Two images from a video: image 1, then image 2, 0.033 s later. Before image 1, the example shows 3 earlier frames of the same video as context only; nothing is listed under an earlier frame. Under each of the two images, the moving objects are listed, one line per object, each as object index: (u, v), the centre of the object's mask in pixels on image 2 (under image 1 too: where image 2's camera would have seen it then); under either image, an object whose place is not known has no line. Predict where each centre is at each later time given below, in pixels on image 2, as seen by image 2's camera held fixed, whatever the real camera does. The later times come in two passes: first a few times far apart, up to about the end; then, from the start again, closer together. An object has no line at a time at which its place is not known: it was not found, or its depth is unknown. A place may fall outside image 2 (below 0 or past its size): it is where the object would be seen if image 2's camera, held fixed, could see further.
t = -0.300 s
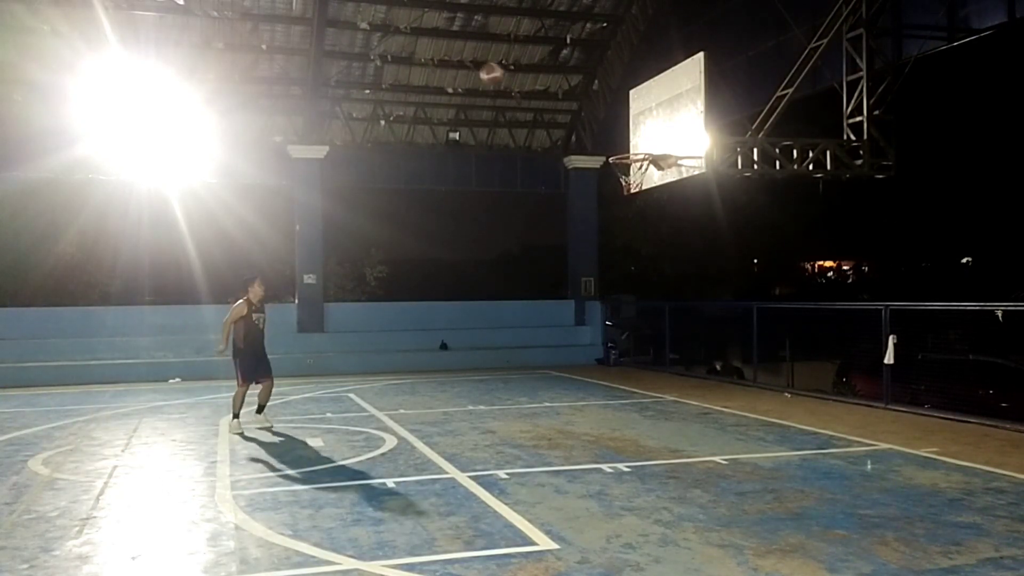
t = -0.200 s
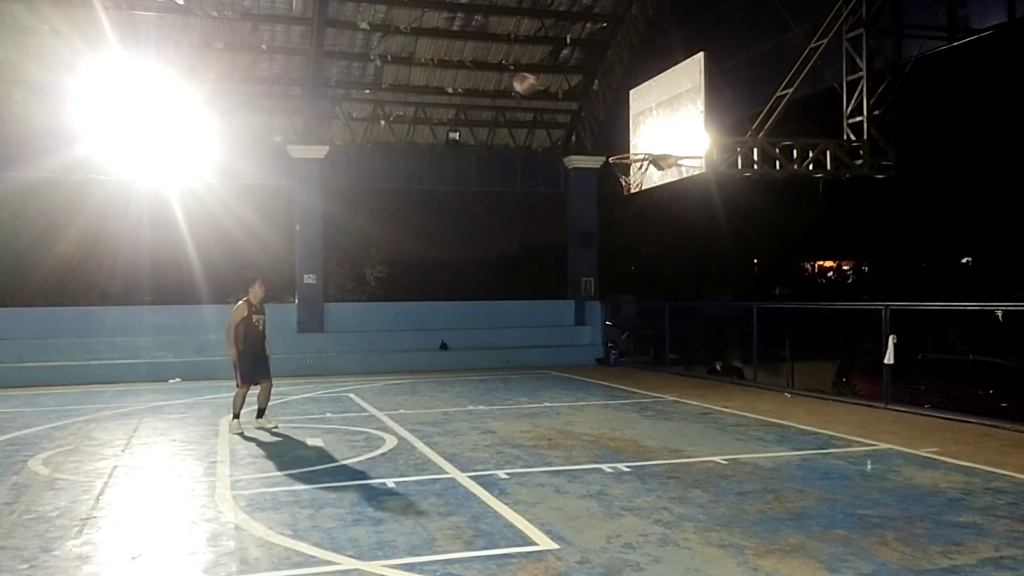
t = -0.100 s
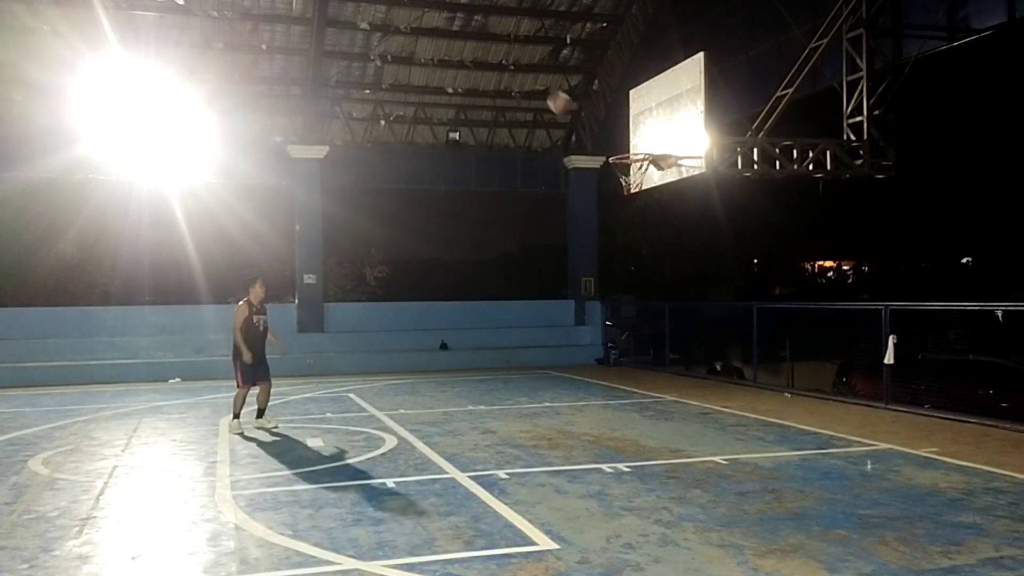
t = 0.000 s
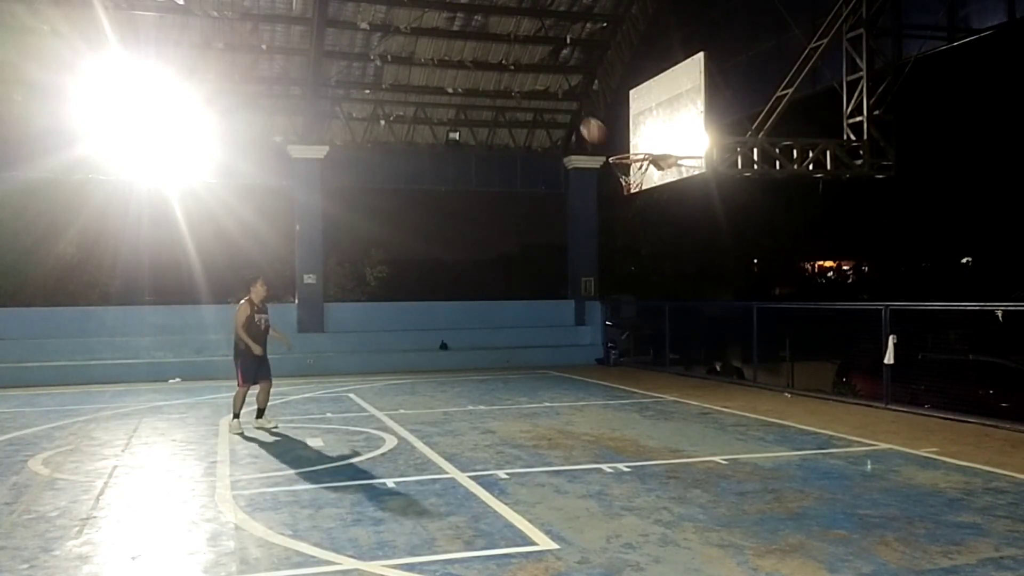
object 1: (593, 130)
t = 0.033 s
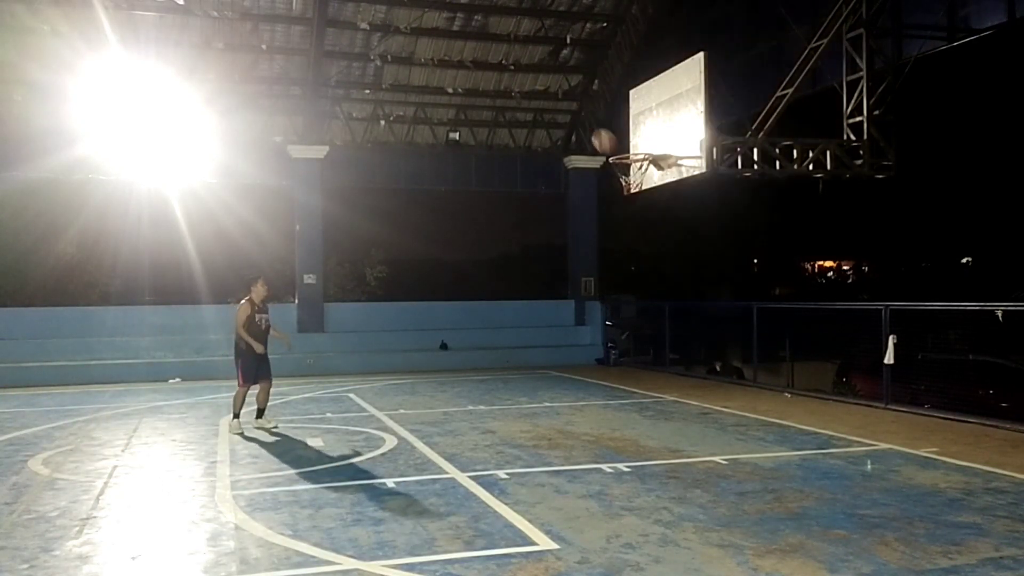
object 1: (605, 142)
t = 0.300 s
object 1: (638, 130)
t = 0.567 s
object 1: (624, 129)
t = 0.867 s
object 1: (610, 211)
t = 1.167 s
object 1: (594, 384)
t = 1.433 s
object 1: (593, 332)
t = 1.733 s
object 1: (597, 252)
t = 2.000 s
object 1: (602, 256)
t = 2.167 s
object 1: (606, 297)
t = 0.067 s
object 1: (614, 149)
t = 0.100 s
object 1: (621, 148)
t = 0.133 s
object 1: (630, 148)
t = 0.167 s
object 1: (638, 150)
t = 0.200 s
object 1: (643, 145)
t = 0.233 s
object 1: (641, 140)
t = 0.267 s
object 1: (640, 134)
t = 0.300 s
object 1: (638, 130)
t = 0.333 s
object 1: (636, 126)
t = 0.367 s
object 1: (634, 124)
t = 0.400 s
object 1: (633, 122)
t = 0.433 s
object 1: (631, 122)
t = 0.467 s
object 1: (629, 122)
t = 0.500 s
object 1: (628, 124)
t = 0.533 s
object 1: (626, 126)
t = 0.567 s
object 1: (624, 129)
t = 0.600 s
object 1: (623, 134)
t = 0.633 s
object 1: (621, 140)
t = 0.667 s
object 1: (619, 146)
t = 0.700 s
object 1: (618, 155)
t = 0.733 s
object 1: (616, 163)
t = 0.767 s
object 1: (615, 174)
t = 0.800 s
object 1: (612, 184)
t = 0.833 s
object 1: (611, 197)
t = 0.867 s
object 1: (610, 211)
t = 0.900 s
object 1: (607, 226)
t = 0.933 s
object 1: (606, 242)
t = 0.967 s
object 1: (604, 259)
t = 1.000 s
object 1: (602, 277)
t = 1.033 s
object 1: (600, 296)
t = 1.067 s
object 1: (598, 316)
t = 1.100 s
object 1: (597, 338)
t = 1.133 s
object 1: (596, 361)
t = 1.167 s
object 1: (594, 384)
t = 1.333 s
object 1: (592, 377)
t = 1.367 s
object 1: (591, 361)
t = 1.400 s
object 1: (592, 346)
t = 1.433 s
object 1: (593, 332)
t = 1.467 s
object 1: (593, 318)
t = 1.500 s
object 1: (593, 306)
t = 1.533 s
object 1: (594, 294)
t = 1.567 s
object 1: (594, 285)
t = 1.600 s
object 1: (595, 276)
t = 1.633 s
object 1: (595, 268)
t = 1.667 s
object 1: (596, 262)
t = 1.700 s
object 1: (597, 256)
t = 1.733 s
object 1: (597, 252)
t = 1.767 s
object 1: (598, 248)
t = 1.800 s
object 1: (598, 246)
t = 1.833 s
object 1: (599, 245)
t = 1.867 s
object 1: (599, 245)
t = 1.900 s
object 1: (600, 246)
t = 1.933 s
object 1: (601, 248)
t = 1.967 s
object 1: (601, 251)
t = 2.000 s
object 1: (602, 256)
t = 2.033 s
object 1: (603, 262)
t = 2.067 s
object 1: (604, 269)
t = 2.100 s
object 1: (604, 277)
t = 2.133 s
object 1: (605, 286)
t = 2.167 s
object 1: (606, 297)
